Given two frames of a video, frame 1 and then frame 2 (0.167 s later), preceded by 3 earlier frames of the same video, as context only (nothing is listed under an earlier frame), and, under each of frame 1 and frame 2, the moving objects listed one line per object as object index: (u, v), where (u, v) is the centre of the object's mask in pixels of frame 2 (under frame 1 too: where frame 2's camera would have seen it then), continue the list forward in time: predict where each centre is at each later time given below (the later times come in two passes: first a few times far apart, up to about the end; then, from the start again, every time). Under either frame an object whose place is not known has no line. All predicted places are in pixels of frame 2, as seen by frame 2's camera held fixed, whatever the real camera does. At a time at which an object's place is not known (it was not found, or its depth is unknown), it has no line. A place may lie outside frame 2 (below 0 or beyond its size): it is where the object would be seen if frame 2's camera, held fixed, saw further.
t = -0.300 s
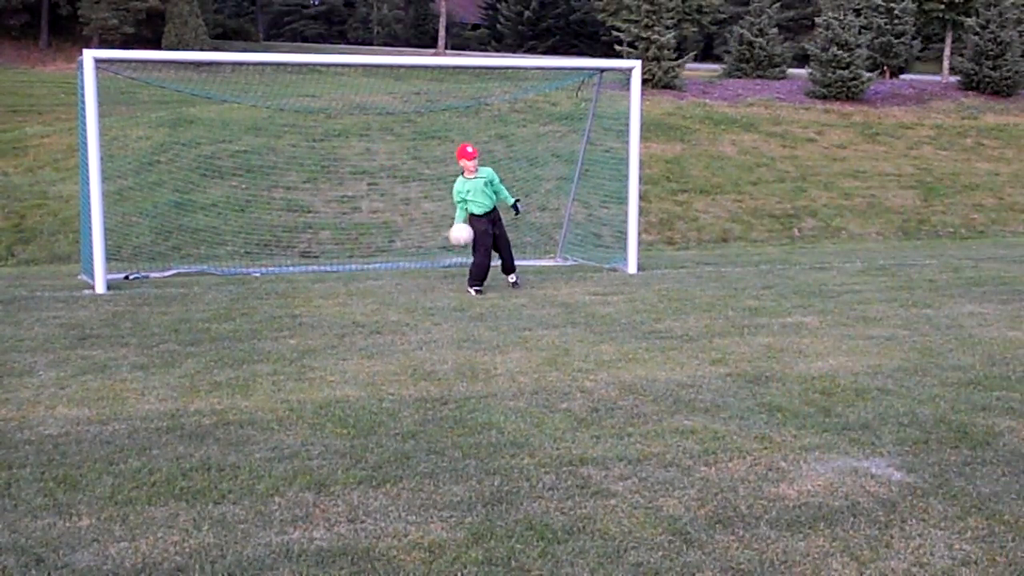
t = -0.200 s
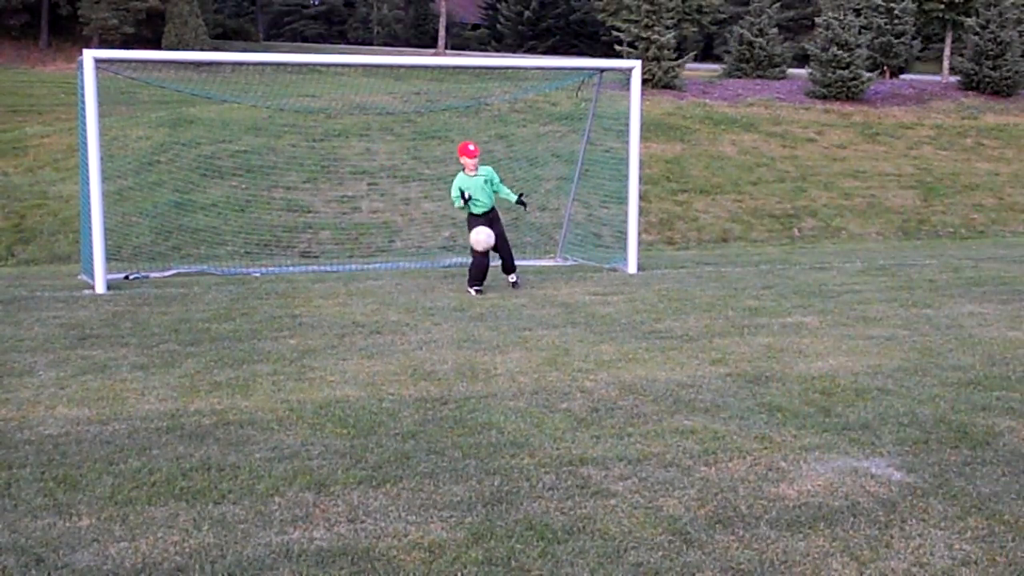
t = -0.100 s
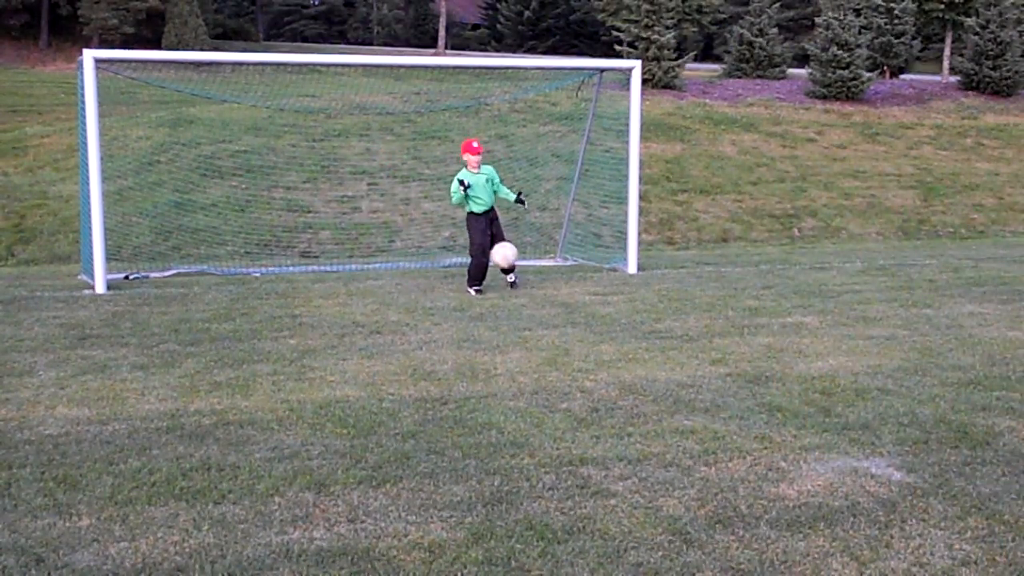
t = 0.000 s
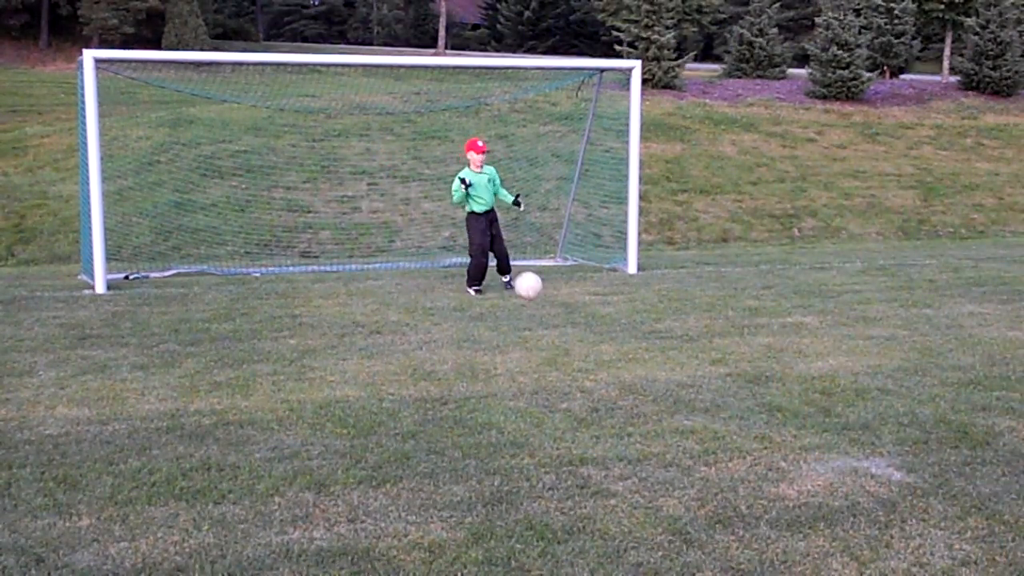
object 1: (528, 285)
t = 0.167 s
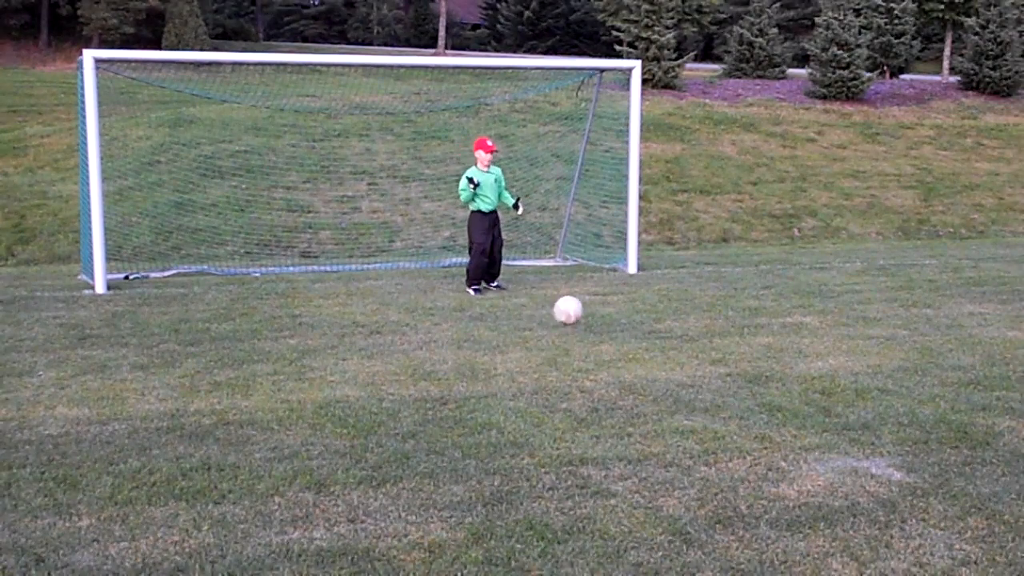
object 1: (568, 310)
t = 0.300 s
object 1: (599, 308)
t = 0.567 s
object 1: (669, 348)
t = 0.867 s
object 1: (757, 373)
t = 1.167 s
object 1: (852, 409)
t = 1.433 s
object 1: (941, 437)
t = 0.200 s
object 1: (576, 307)
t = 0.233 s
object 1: (584, 306)
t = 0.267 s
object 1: (592, 306)
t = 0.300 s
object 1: (599, 308)
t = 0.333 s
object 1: (608, 311)
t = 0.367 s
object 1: (616, 316)
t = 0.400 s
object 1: (625, 323)
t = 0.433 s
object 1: (634, 333)
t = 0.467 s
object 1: (642, 343)
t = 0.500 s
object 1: (651, 351)
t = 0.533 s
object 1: (660, 350)
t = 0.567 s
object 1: (669, 348)
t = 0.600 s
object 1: (679, 349)
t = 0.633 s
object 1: (688, 351)
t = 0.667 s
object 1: (697, 356)
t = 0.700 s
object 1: (707, 363)
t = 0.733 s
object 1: (717, 370)
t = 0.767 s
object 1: (727, 372)
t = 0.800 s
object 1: (737, 371)
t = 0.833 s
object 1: (747, 371)
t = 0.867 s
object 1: (757, 373)
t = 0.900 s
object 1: (767, 376)
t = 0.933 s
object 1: (779, 382)
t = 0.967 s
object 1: (788, 389)
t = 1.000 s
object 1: (799, 394)
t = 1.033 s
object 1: (810, 395)
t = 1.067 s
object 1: (820, 395)
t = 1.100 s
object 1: (830, 398)
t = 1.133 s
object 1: (841, 402)
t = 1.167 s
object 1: (852, 409)
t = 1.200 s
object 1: (863, 415)
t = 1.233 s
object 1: (874, 416)
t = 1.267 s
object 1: (884, 418)
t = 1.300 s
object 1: (896, 422)
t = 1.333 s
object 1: (907, 427)
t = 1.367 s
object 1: (919, 432)
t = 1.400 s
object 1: (930, 434)
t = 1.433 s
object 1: (941, 437)
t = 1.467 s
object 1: (953, 442)
